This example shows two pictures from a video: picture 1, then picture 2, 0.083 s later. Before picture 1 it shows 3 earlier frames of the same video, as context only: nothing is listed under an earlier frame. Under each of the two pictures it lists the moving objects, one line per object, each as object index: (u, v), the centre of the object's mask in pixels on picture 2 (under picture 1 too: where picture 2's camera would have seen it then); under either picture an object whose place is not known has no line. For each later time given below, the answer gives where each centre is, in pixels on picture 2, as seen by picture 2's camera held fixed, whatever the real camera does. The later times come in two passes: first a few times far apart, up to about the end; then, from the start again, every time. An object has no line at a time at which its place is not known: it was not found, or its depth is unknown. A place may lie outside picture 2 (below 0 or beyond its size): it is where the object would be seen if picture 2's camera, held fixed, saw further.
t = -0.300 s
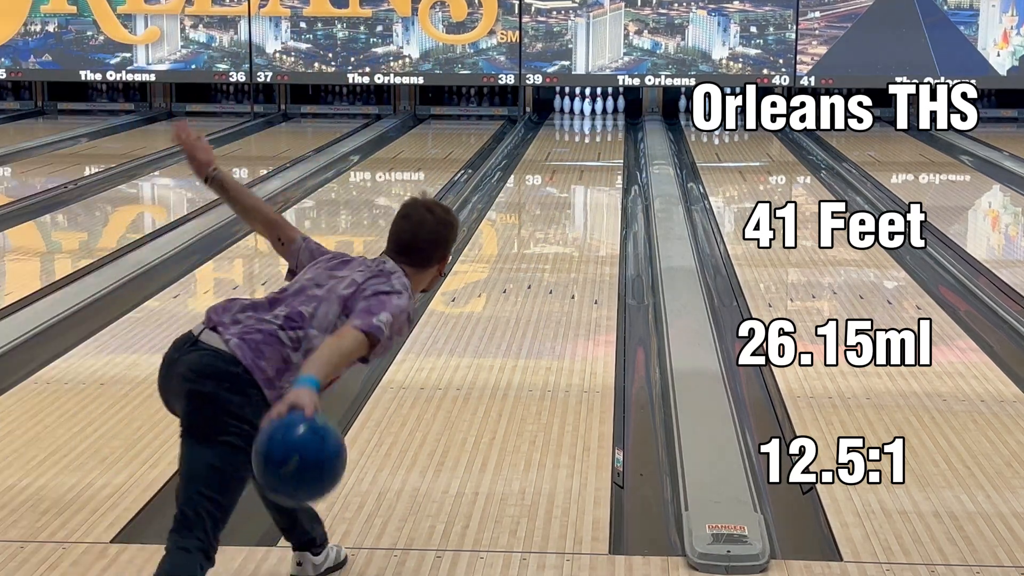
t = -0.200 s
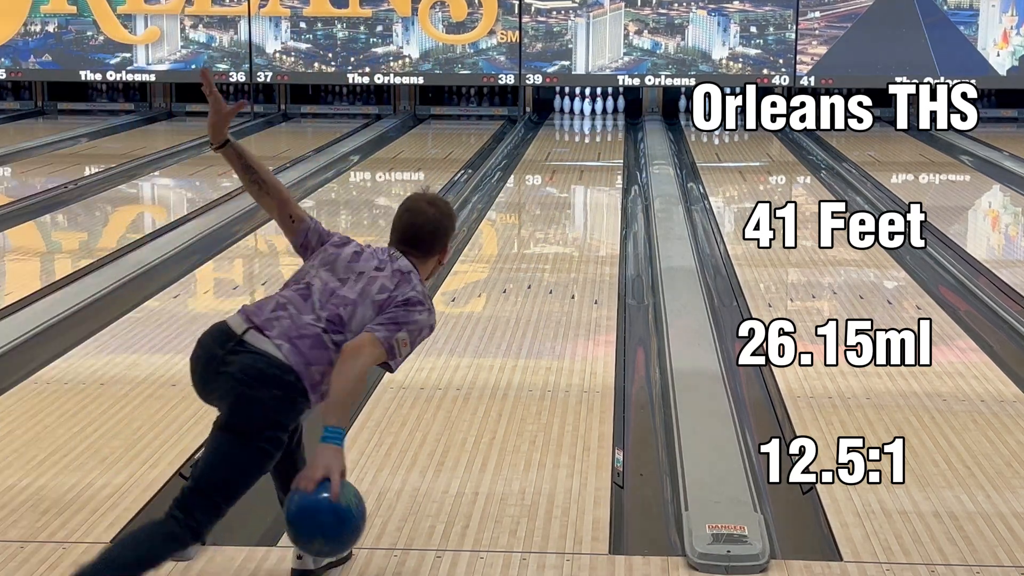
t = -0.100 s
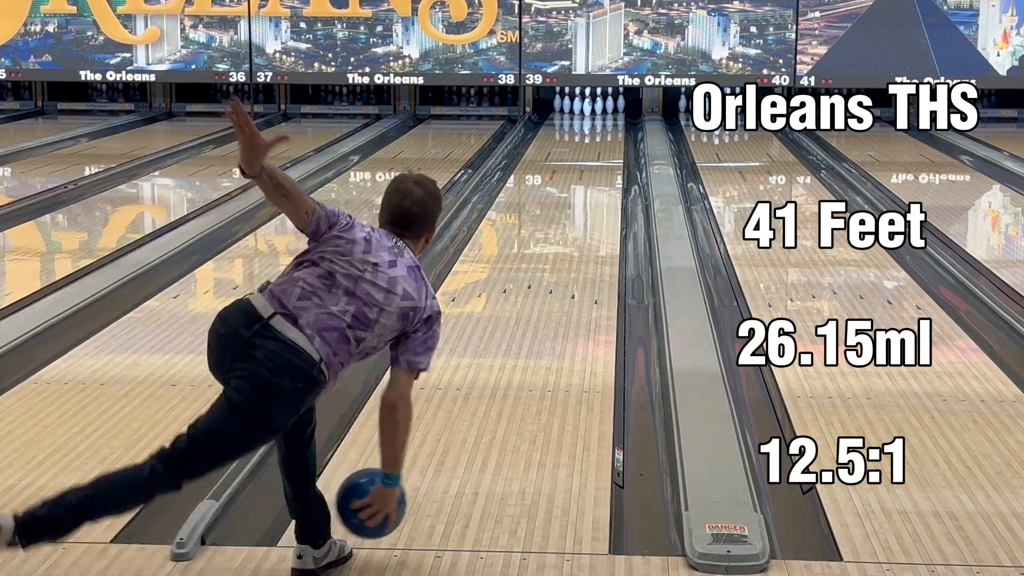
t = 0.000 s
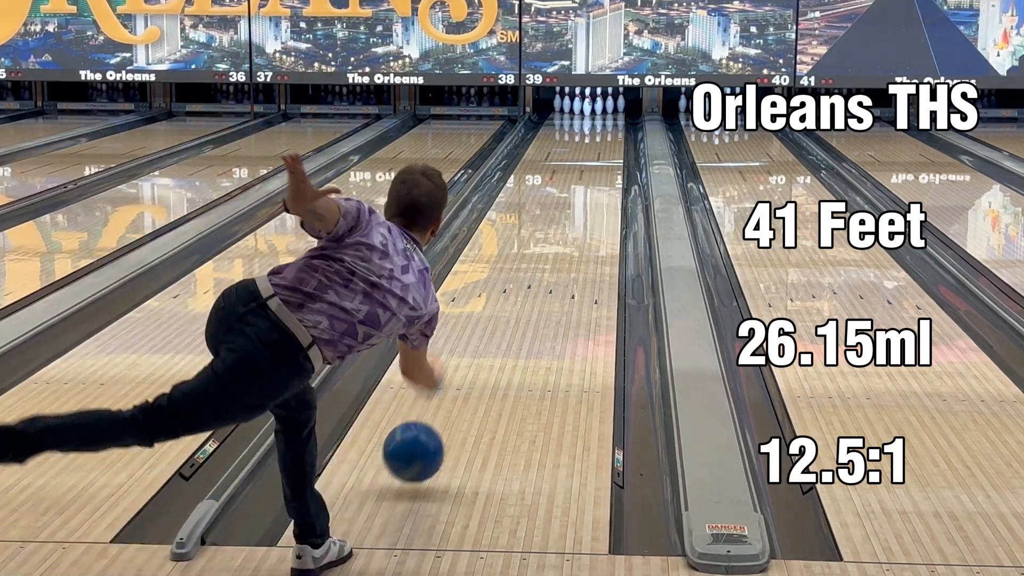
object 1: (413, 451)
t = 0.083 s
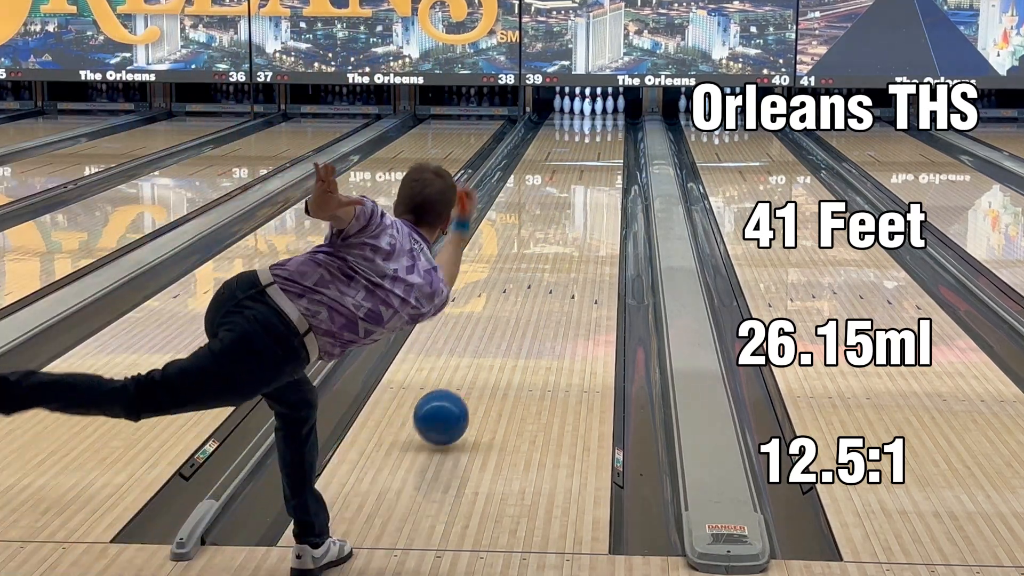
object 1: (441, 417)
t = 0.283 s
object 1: (489, 343)
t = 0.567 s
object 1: (531, 272)
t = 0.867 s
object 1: (560, 222)
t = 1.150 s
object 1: (579, 189)
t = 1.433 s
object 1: (592, 164)
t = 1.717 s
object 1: (602, 146)
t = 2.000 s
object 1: (604, 130)
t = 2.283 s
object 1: (601, 119)
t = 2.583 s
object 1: (592, 108)
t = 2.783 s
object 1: (590, 105)
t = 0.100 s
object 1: (446, 413)
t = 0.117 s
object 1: (451, 406)
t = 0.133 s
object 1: (455, 399)
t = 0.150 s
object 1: (459, 392)
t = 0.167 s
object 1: (464, 385)
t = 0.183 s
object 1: (468, 378)
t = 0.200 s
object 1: (471, 372)
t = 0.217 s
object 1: (475, 366)
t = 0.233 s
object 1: (479, 360)
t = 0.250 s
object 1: (482, 355)
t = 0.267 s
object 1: (486, 349)
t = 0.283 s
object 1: (489, 343)
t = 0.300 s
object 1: (492, 338)
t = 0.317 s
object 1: (495, 333)
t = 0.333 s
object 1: (498, 328)
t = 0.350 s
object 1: (501, 323)
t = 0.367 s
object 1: (504, 319)
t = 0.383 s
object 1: (506, 314)
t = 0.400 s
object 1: (509, 310)
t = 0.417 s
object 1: (512, 306)
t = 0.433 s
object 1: (514, 301)
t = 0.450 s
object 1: (516, 297)
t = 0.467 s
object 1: (519, 293)
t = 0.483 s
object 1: (521, 290)
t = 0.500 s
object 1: (523, 286)
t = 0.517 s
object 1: (525, 282)
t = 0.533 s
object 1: (528, 279)
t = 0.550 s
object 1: (530, 275)
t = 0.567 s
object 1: (531, 272)
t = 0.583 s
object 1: (533, 269)
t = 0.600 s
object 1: (535, 265)
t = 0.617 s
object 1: (537, 262)
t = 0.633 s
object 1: (539, 259)
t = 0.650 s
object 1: (541, 256)
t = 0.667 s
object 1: (543, 254)
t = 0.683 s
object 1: (544, 251)
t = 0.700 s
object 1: (546, 248)
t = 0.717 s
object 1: (547, 245)
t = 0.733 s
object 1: (549, 242)
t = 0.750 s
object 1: (550, 239)
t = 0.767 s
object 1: (552, 237)
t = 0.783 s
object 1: (553, 234)
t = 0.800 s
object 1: (555, 232)
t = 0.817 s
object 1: (556, 229)
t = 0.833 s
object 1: (558, 227)
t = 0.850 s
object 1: (559, 224)
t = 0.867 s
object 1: (560, 222)
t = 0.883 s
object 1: (562, 220)
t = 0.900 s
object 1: (563, 218)
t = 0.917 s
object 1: (564, 215)
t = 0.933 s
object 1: (565, 213)
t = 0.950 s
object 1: (566, 211)
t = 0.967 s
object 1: (568, 209)
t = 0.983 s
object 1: (569, 207)
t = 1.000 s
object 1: (570, 205)
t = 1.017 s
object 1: (571, 204)
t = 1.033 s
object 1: (572, 202)
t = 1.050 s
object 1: (573, 200)
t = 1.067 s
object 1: (574, 198)
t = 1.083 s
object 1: (575, 196)
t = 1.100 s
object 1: (576, 194)
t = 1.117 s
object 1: (577, 193)
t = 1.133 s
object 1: (578, 191)
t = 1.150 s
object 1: (579, 189)
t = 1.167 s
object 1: (580, 187)
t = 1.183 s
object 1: (581, 186)
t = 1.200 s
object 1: (581, 184)
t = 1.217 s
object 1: (582, 183)
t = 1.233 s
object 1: (583, 181)
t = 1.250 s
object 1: (584, 180)
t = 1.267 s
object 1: (585, 178)
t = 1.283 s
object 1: (586, 176)
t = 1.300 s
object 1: (586, 175)
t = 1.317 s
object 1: (587, 174)
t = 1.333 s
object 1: (588, 173)
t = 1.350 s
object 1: (589, 171)
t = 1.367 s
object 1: (589, 170)
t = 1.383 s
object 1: (590, 168)
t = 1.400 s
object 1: (591, 167)
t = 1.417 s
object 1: (592, 166)
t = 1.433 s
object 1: (592, 164)
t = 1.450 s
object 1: (593, 163)
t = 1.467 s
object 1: (593, 162)
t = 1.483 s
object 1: (594, 161)
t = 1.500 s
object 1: (595, 159)
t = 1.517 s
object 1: (595, 158)
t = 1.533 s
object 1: (596, 157)
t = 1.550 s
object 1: (596, 156)
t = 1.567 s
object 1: (597, 155)
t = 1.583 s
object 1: (597, 154)
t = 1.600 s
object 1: (598, 153)
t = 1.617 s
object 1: (599, 152)
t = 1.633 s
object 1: (599, 151)
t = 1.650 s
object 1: (600, 149)
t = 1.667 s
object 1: (600, 148)
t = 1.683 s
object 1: (600, 148)
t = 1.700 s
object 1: (601, 147)
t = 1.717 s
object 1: (602, 146)
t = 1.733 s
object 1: (602, 144)
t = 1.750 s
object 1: (602, 144)
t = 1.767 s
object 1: (602, 143)
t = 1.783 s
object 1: (603, 142)
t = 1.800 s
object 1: (603, 141)
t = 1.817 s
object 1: (603, 140)
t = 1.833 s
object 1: (603, 139)
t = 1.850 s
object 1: (604, 138)
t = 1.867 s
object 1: (604, 137)
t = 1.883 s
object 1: (604, 136)
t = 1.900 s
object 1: (604, 135)
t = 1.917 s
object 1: (604, 134)
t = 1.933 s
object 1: (604, 134)
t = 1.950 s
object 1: (605, 132)
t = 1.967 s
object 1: (604, 132)
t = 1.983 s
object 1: (604, 131)
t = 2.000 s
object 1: (604, 130)
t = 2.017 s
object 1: (604, 129)
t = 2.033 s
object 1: (604, 129)
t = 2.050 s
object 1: (604, 128)
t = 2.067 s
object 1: (604, 127)
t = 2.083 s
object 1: (604, 126)
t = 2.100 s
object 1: (604, 125)
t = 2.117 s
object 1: (604, 125)
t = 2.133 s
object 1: (603, 124)
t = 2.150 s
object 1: (603, 123)
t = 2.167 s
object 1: (603, 123)
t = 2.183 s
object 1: (603, 122)
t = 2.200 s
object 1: (603, 122)
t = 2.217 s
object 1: (603, 121)
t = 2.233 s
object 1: (603, 120)
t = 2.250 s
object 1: (602, 120)
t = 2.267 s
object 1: (602, 119)
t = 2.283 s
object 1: (601, 119)
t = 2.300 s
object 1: (601, 118)
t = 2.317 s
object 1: (600, 117)
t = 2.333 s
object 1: (600, 116)
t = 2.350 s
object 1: (599, 116)
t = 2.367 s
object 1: (599, 115)
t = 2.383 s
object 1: (598, 115)
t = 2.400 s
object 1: (598, 114)
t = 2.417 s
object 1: (597, 114)
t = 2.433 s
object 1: (597, 113)
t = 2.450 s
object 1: (596, 112)
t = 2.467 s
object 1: (595, 112)
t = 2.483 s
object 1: (595, 111)
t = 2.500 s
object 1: (594, 111)
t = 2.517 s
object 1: (593, 110)
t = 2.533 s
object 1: (592, 109)
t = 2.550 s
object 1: (591, 109)
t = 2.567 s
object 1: (592, 109)
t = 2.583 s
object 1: (592, 108)
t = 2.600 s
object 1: (591, 108)
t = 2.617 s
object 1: (592, 107)
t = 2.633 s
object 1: (591, 107)
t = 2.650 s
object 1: (591, 107)
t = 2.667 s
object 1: (591, 107)
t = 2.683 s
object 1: (591, 106)
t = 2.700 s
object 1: (590, 106)
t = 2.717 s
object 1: (590, 106)
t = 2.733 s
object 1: (590, 106)
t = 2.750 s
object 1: (590, 106)
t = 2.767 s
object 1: (590, 106)
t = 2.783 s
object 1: (590, 105)
